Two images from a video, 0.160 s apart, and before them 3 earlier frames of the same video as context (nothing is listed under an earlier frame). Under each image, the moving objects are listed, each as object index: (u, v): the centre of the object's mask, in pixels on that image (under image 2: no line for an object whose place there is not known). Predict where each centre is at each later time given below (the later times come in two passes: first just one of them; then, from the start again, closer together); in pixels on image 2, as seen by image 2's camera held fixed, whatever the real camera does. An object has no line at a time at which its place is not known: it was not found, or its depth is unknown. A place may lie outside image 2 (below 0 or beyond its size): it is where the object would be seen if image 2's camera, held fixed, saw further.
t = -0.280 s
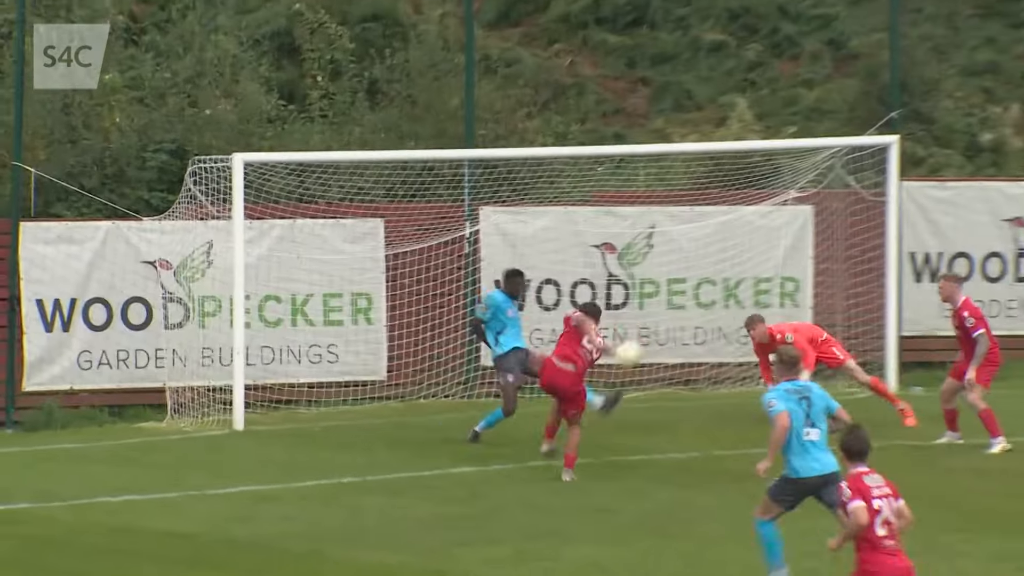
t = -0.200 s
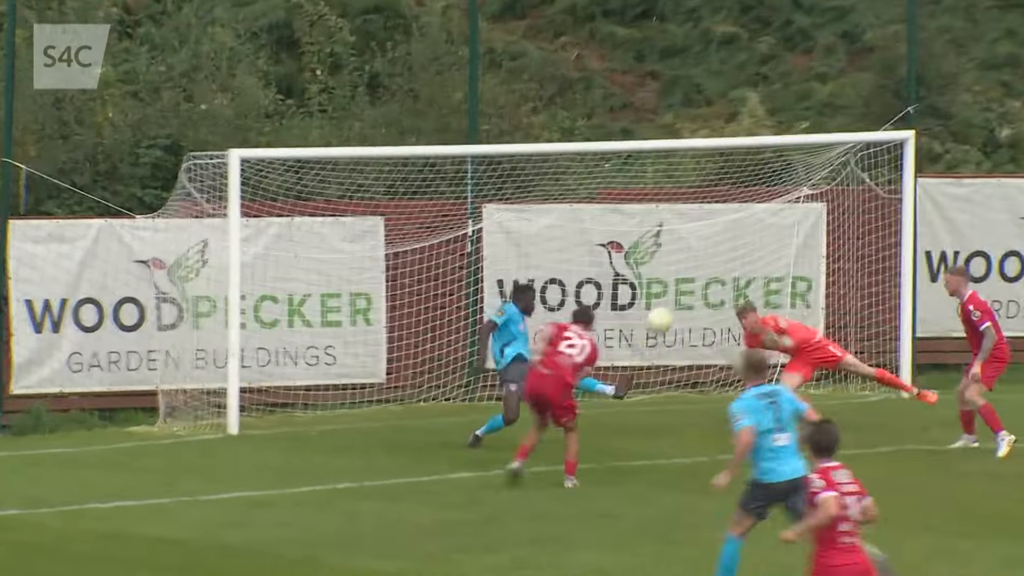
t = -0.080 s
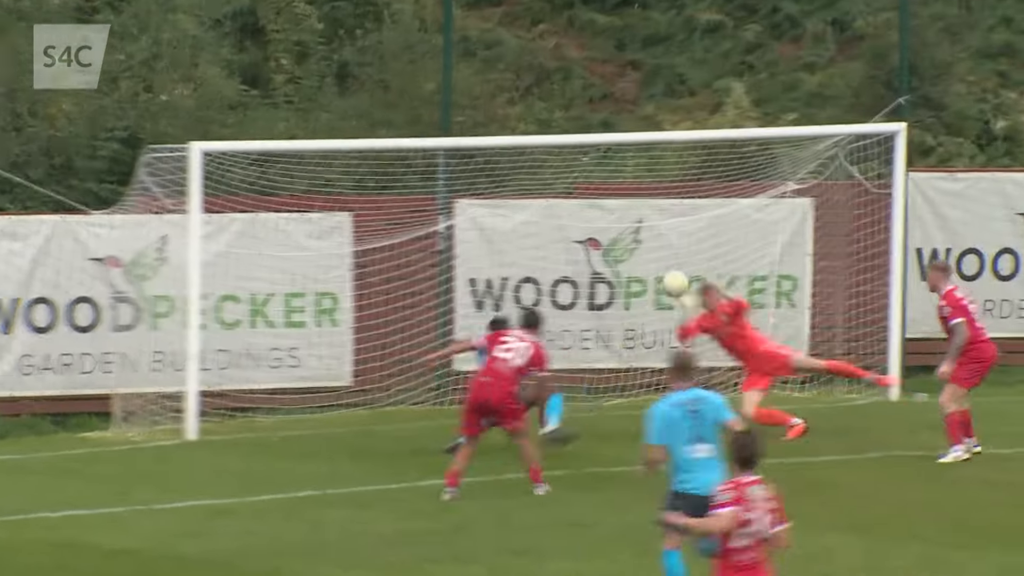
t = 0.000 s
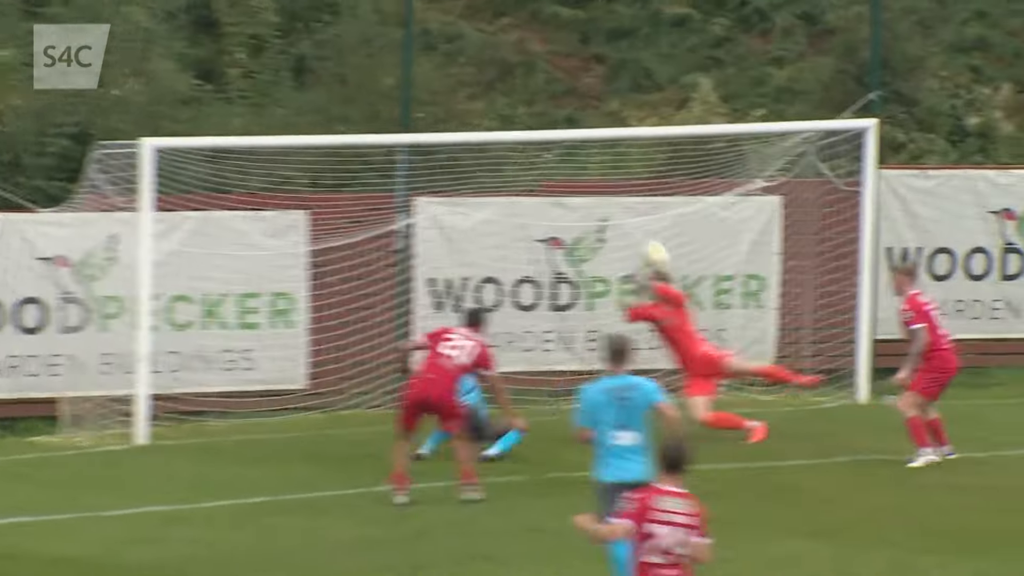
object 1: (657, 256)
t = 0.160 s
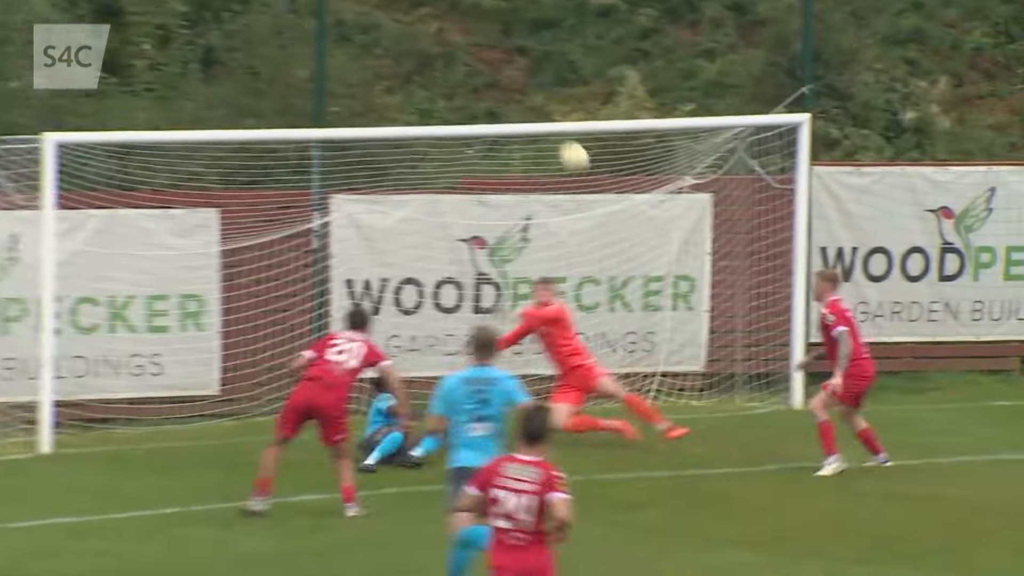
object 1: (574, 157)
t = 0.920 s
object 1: (524, 110)
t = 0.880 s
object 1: (527, 95)
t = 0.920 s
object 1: (524, 110)
